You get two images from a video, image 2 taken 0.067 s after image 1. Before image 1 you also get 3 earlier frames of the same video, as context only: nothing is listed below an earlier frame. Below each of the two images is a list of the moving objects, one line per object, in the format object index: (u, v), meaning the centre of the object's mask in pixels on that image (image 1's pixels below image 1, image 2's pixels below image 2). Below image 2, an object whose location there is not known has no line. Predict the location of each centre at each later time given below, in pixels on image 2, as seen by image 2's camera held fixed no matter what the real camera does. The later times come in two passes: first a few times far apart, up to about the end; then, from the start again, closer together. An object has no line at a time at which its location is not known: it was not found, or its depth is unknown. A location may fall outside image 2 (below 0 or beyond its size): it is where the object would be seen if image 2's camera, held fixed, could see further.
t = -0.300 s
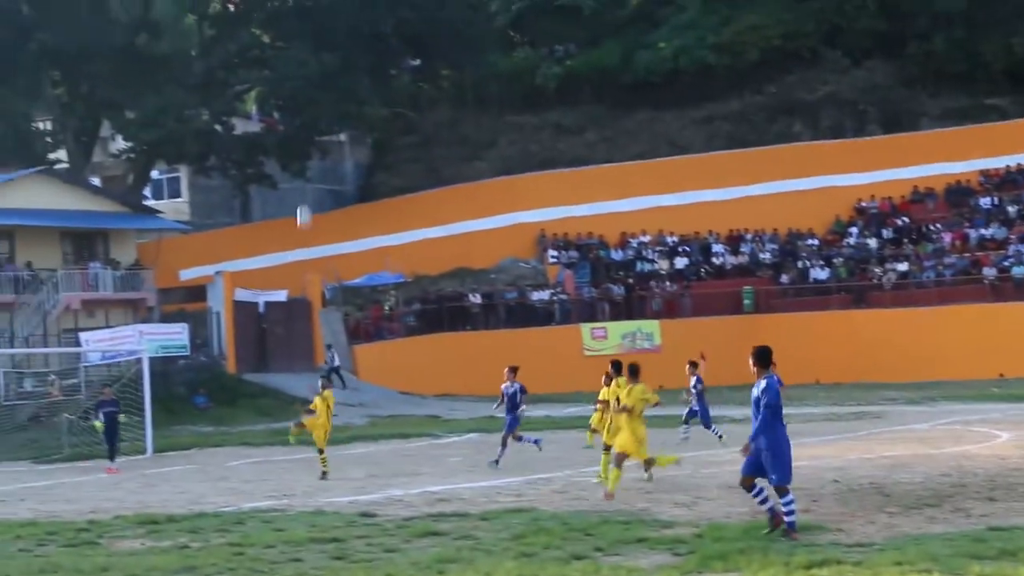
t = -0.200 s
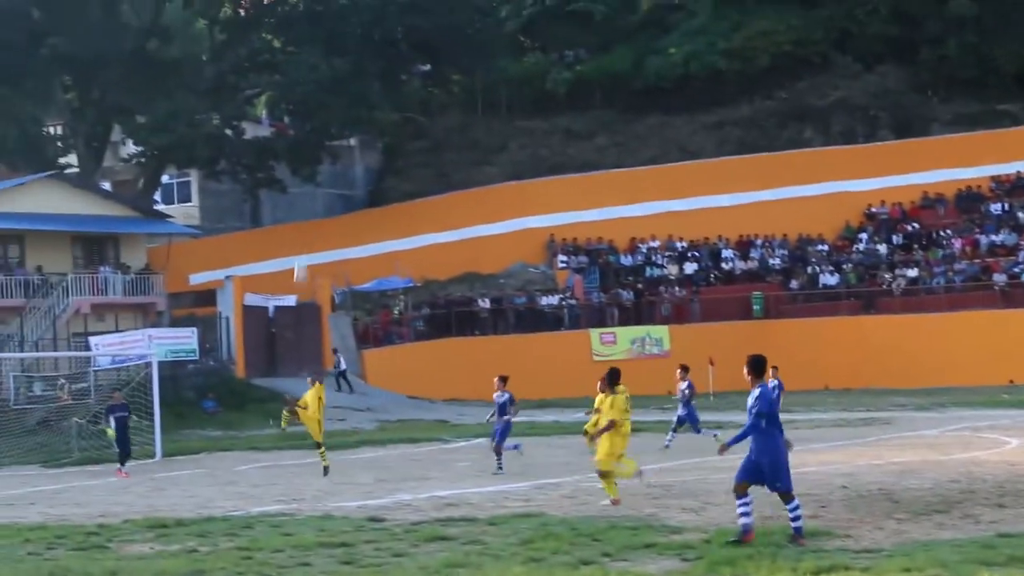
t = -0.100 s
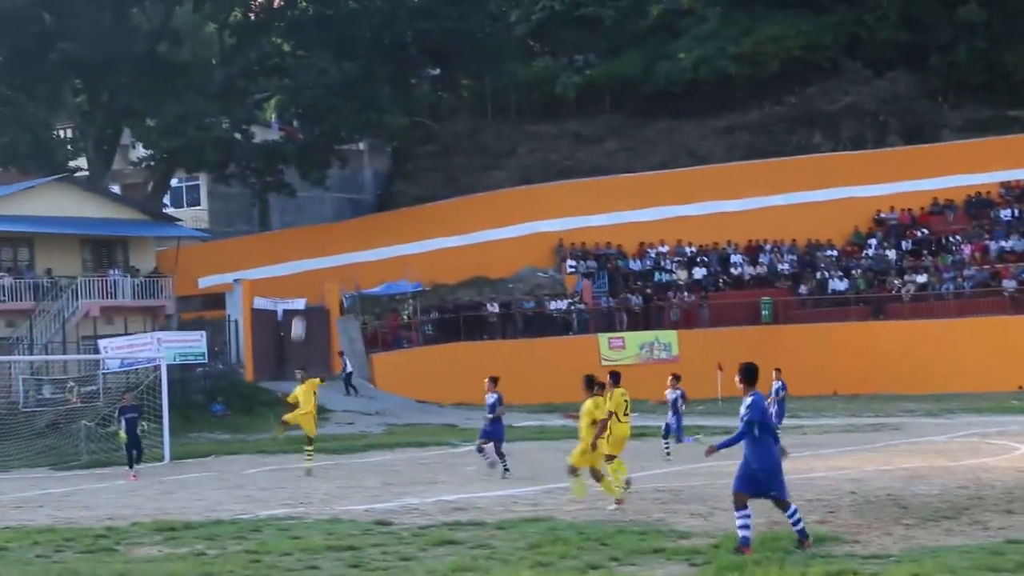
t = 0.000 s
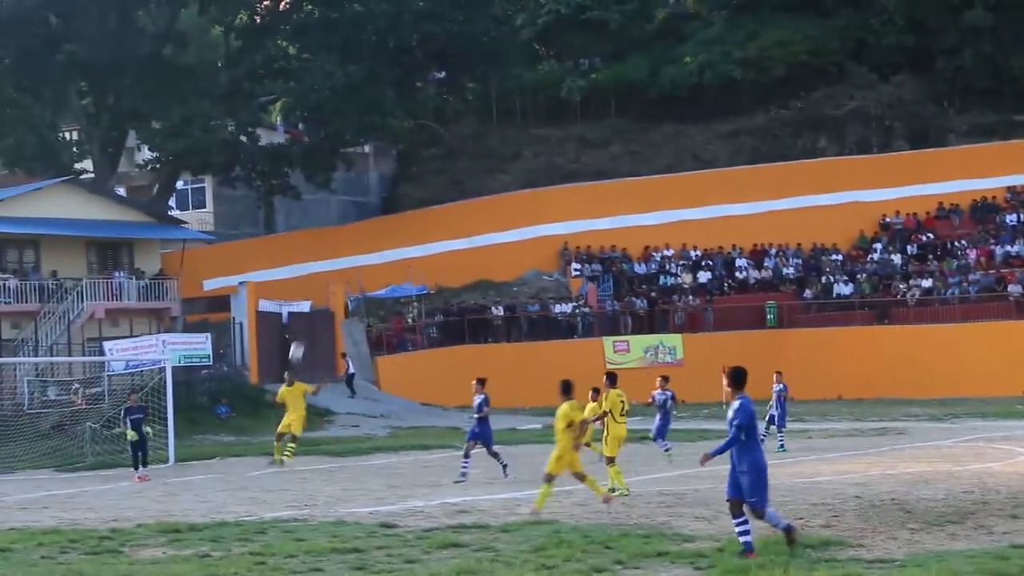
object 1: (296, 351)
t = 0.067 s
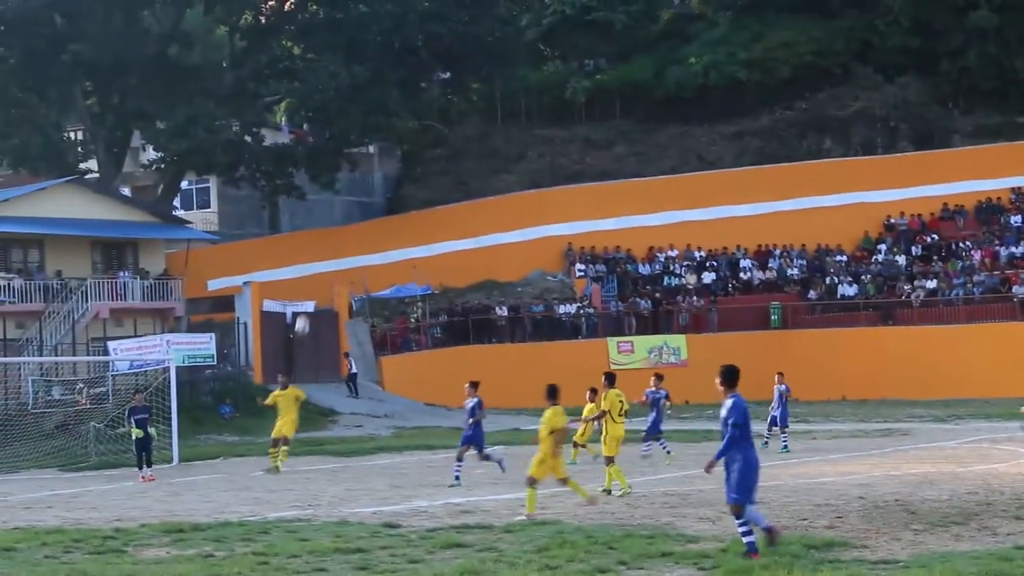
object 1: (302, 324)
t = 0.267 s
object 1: (310, 256)
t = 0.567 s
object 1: (328, 193)
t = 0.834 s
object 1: (352, 181)
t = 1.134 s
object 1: (384, 237)
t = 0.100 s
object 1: (303, 312)
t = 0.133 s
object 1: (304, 299)
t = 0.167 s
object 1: (305, 288)
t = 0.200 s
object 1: (307, 279)
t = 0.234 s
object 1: (307, 265)
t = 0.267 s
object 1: (310, 256)
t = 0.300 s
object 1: (312, 247)
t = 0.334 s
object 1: (314, 238)
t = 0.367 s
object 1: (316, 230)
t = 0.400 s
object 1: (317, 222)
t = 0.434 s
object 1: (320, 216)
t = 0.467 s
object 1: (322, 209)
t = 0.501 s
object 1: (324, 203)
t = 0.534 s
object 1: (325, 197)
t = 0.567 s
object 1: (328, 193)
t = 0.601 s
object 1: (331, 188)
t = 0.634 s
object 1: (333, 185)
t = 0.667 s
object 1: (336, 183)
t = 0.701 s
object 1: (339, 181)
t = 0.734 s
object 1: (342, 180)
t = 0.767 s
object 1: (345, 180)
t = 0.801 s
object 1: (348, 180)
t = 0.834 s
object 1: (352, 181)
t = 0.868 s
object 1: (355, 184)
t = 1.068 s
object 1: (376, 217)
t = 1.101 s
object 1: (380, 227)
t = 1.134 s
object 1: (384, 237)
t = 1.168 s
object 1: (388, 247)
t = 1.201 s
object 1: (394, 263)
